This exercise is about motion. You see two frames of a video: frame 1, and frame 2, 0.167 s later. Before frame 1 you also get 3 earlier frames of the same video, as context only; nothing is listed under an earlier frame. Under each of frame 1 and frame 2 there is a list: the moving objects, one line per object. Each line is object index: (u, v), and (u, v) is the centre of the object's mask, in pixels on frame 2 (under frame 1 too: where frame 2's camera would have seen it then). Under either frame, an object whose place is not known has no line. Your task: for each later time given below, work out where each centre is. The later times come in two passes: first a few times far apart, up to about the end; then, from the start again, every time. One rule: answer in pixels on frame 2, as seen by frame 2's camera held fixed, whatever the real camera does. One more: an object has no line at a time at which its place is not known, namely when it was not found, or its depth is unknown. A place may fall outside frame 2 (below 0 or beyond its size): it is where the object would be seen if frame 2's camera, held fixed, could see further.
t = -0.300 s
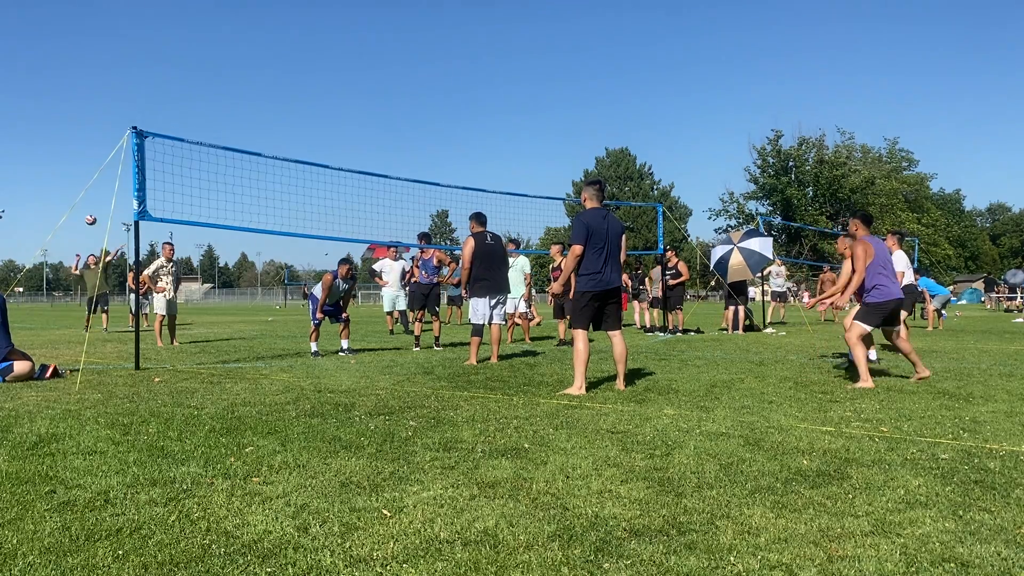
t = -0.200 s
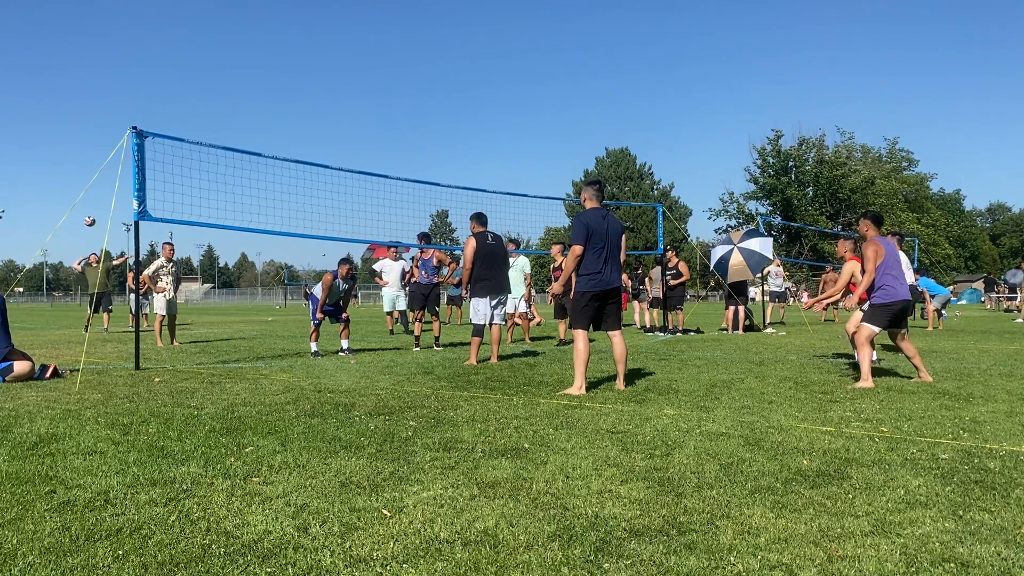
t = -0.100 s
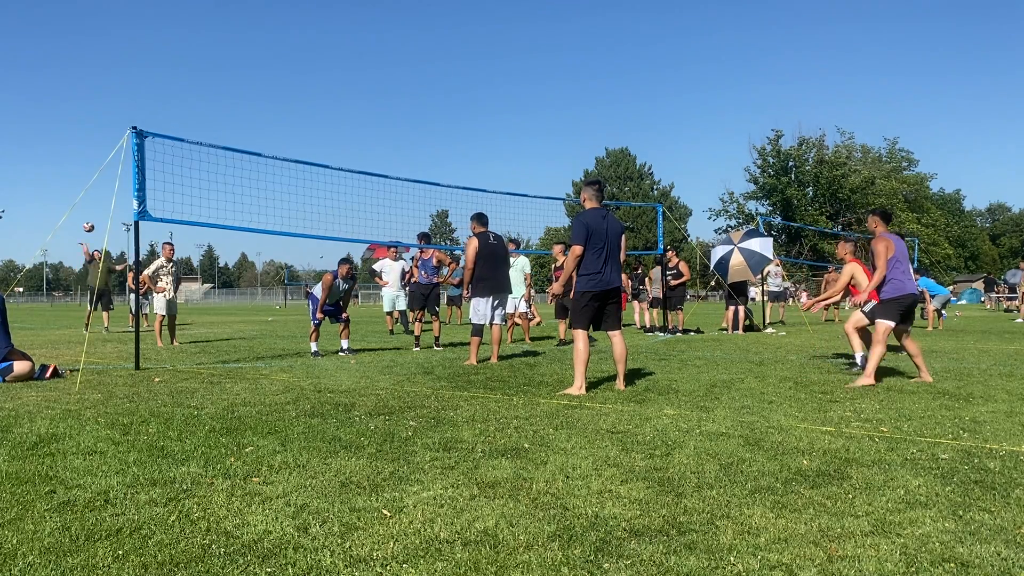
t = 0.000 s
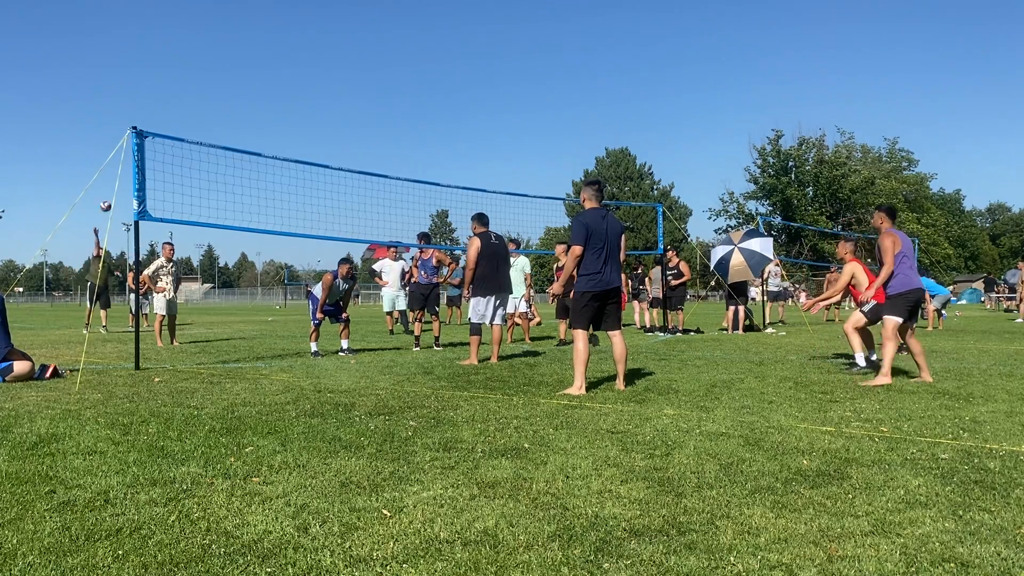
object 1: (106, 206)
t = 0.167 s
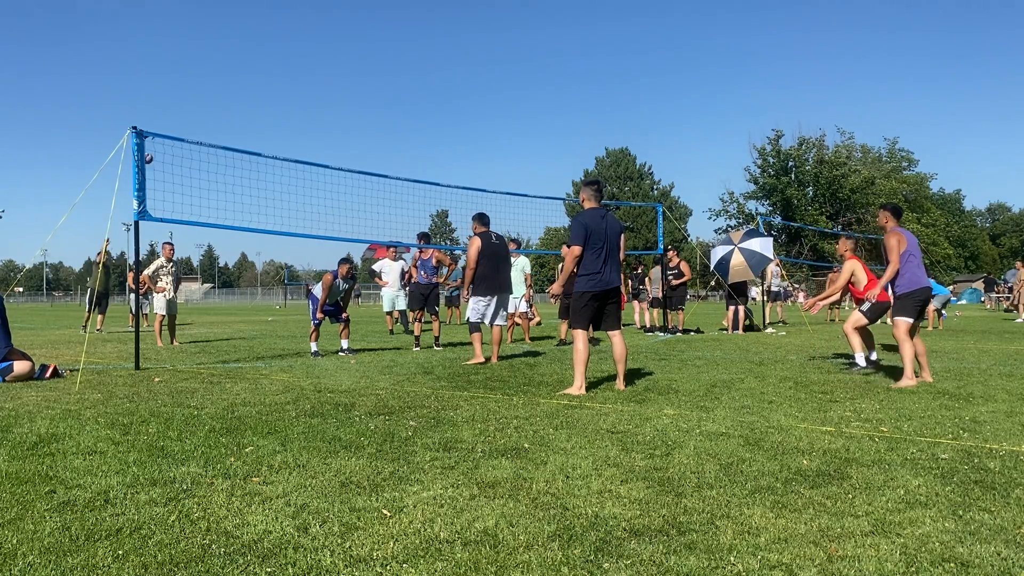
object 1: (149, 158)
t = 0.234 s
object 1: (163, 142)
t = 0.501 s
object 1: (237, 97)
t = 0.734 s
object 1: (314, 90)
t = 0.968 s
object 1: (406, 122)
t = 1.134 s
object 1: (481, 172)
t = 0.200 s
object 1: (155, 149)
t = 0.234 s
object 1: (163, 142)
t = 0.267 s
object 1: (172, 133)
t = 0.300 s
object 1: (181, 127)
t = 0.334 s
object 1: (189, 121)
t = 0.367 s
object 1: (199, 115)
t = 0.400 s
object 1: (208, 109)
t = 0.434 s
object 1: (217, 104)
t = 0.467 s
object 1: (227, 100)
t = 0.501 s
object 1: (237, 97)
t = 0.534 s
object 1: (247, 93)
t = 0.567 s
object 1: (258, 91)
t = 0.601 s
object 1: (268, 90)
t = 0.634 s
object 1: (279, 89)
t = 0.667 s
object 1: (291, 89)
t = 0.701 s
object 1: (302, 89)
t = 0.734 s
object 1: (314, 90)
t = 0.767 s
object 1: (326, 92)
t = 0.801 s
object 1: (339, 95)
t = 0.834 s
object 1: (352, 99)
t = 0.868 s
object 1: (365, 103)
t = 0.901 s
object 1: (379, 108)
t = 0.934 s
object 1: (392, 115)
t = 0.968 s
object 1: (406, 122)
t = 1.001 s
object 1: (420, 130)
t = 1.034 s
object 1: (435, 139)
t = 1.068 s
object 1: (450, 149)
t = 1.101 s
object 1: (465, 160)
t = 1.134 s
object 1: (481, 172)
